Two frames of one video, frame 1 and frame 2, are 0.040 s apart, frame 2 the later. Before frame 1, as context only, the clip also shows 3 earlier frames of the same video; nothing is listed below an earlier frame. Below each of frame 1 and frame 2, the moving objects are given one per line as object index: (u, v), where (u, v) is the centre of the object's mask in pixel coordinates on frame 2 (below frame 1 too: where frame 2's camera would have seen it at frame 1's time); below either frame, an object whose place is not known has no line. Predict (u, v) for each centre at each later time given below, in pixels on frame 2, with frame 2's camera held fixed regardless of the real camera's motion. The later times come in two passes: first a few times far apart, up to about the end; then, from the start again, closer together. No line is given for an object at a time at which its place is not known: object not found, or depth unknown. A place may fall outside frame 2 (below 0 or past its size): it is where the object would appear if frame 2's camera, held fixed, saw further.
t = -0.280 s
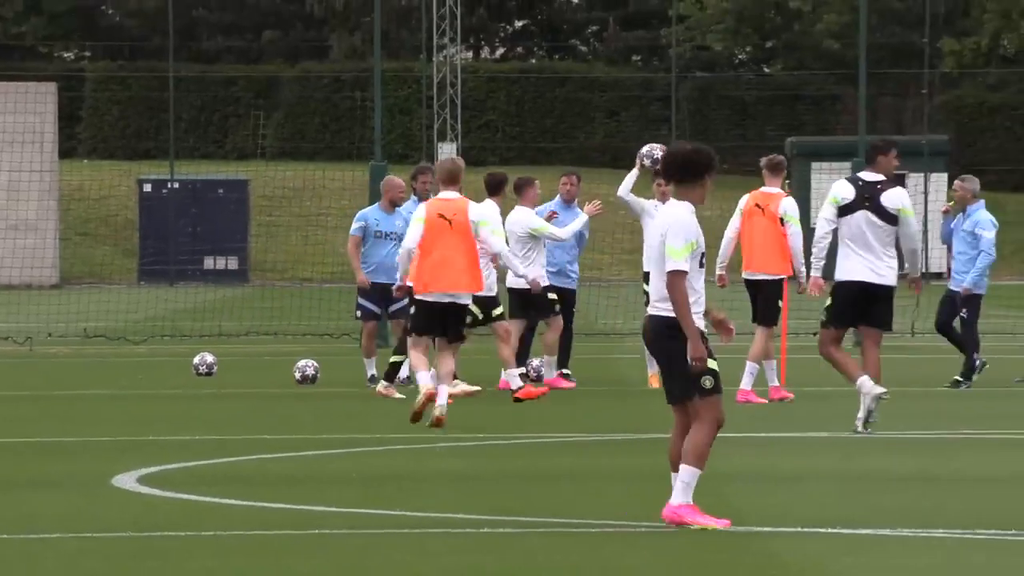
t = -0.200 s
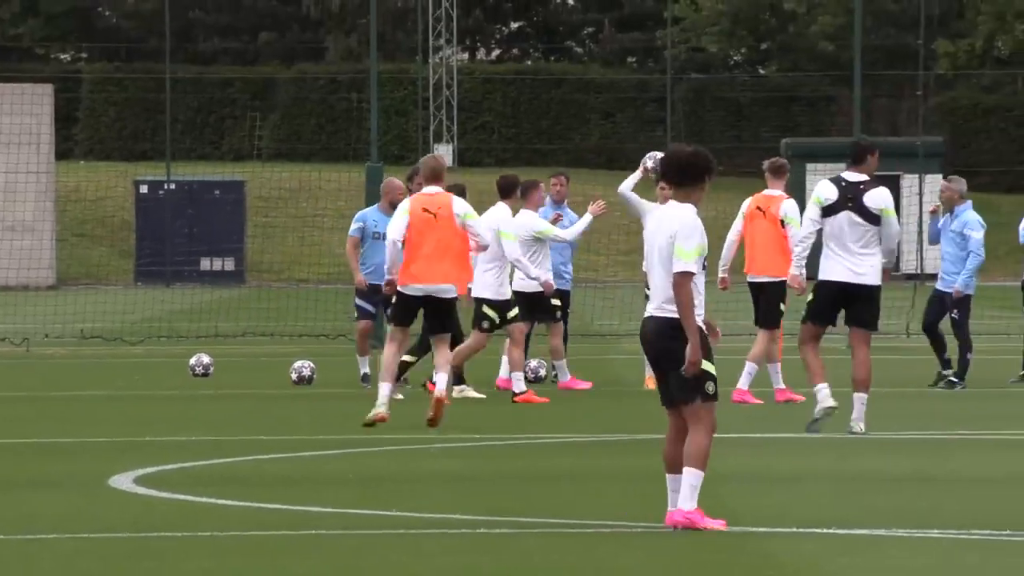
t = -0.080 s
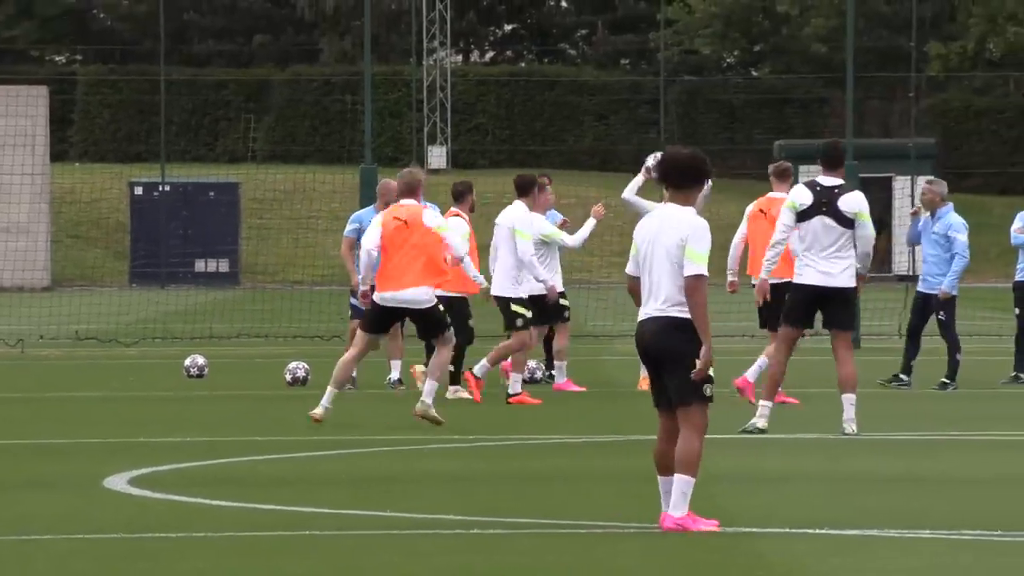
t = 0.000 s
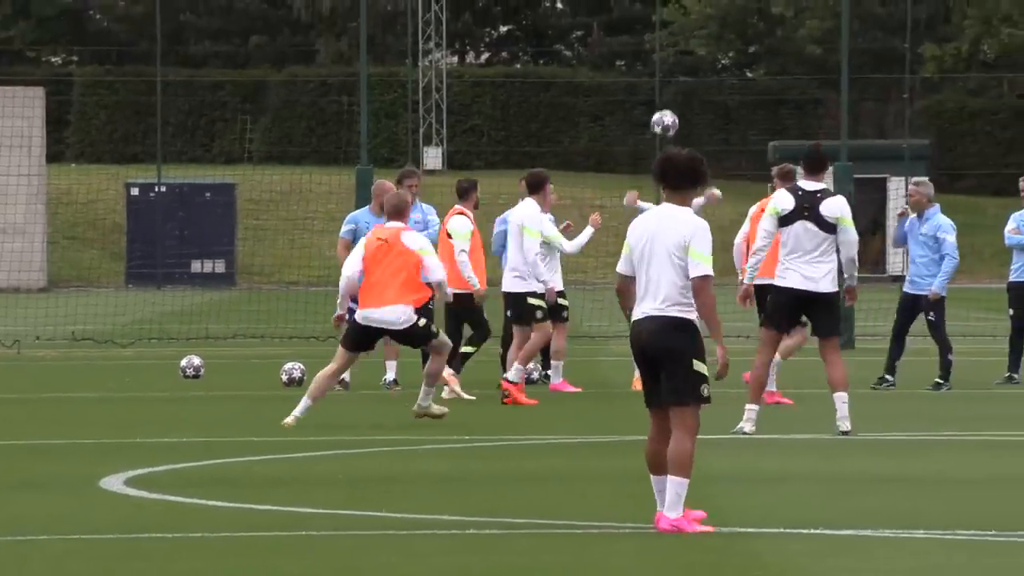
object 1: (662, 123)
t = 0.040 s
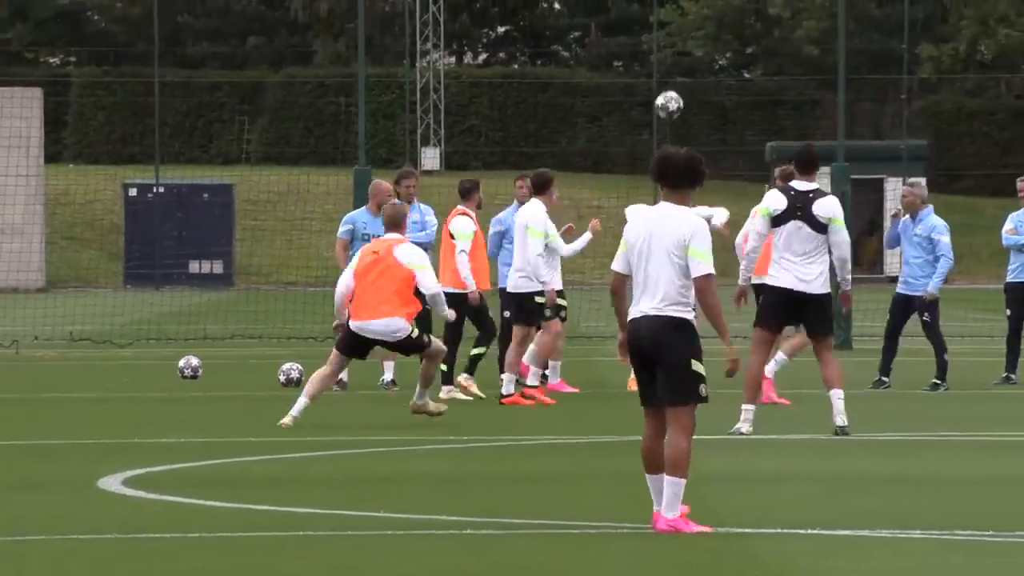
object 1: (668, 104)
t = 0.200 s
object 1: (696, 45)
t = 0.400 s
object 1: (734, 16)
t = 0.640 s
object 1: (785, 45)
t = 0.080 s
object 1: (675, 87)
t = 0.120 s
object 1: (683, 70)
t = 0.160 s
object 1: (689, 58)
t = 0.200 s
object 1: (696, 45)
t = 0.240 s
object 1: (703, 36)
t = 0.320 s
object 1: (718, 22)
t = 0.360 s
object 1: (726, 17)
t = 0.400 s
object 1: (734, 16)
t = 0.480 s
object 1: (750, 17)
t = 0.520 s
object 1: (759, 21)
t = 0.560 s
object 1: (767, 27)
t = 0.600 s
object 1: (775, 34)
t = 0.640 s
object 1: (785, 45)
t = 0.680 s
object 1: (793, 58)
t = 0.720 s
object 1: (802, 71)
